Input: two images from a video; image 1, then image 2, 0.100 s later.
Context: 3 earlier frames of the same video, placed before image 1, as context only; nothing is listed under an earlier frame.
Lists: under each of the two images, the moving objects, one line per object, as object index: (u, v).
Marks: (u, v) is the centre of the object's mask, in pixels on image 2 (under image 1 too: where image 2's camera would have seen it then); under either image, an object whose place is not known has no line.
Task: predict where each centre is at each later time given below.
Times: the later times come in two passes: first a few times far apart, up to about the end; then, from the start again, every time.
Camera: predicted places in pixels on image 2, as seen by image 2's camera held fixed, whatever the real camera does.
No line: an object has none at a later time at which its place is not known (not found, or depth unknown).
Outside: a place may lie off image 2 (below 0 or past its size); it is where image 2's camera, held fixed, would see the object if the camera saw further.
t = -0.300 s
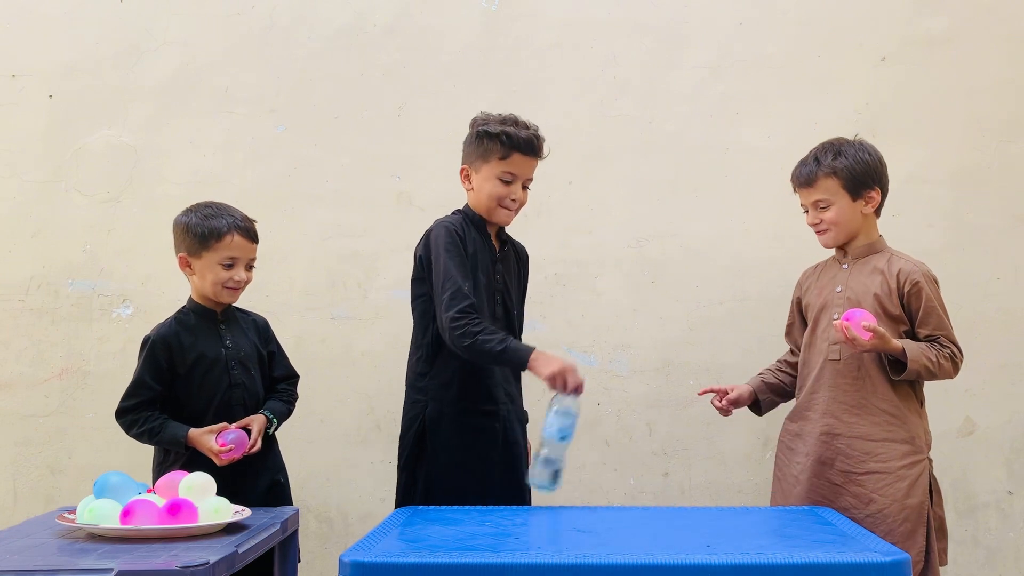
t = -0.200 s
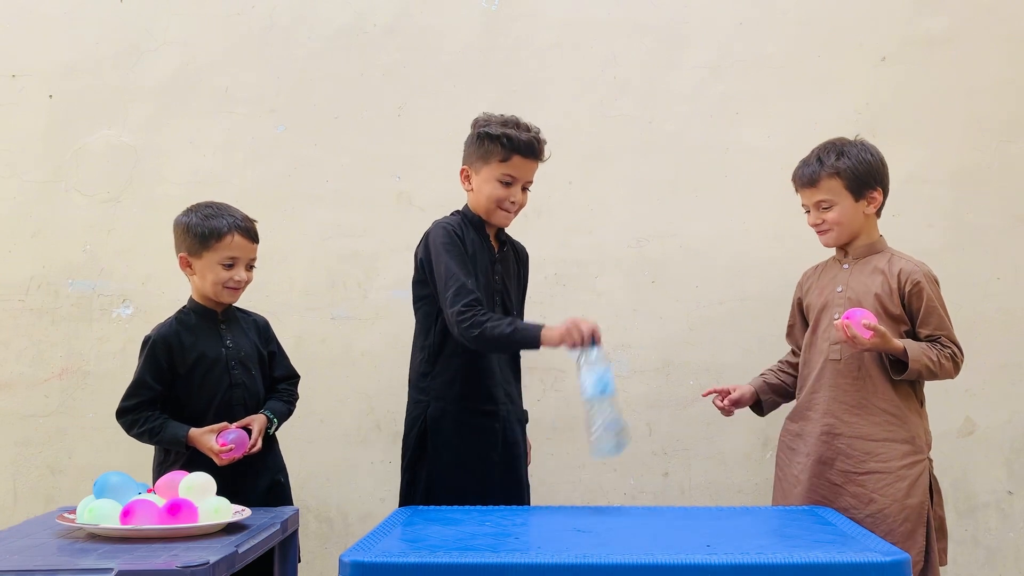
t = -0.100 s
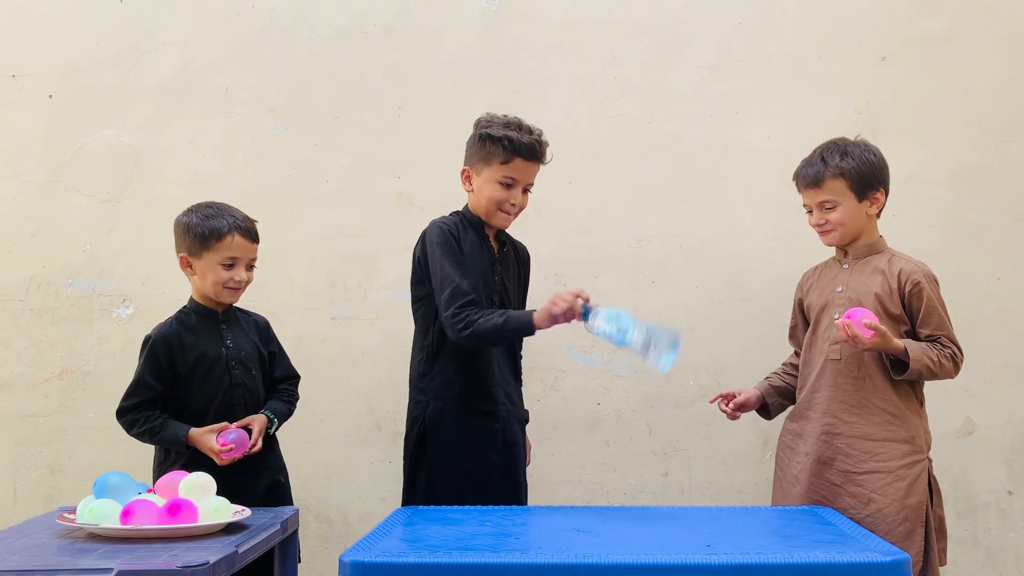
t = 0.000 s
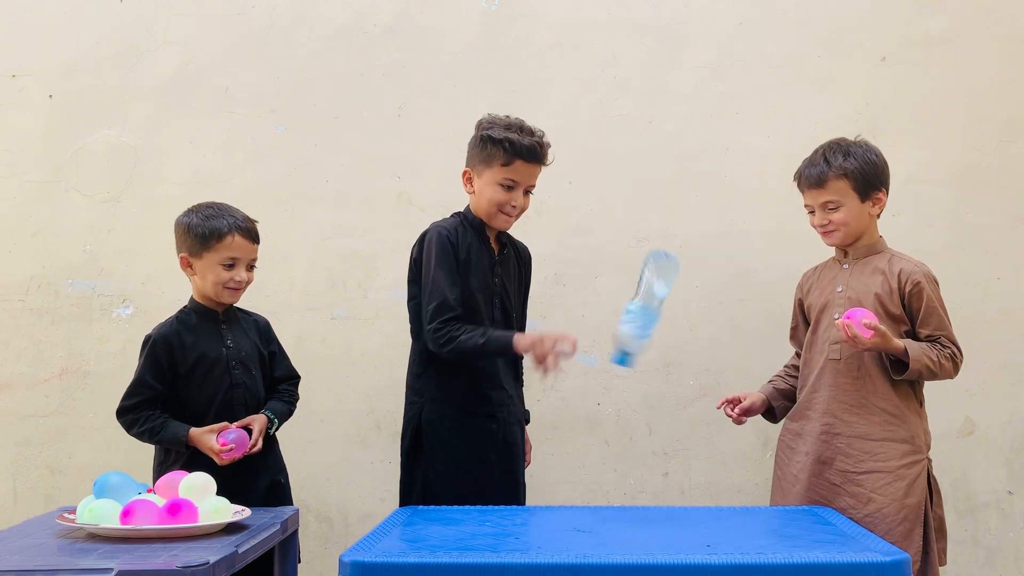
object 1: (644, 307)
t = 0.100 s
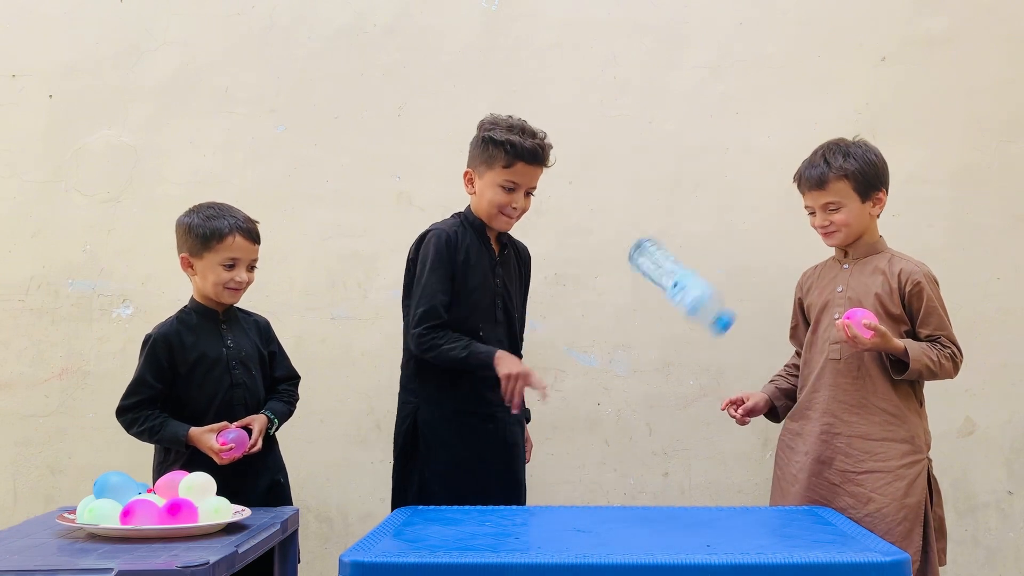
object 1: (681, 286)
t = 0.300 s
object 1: (664, 376)
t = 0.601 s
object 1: (641, 463)
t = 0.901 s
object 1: (609, 502)
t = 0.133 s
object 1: (685, 279)
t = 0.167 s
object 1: (684, 281)
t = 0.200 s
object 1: (679, 291)
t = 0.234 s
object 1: (673, 311)
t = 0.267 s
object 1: (668, 340)
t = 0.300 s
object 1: (664, 376)
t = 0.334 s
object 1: (662, 419)
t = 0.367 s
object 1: (659, 464)
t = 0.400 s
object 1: (657, 461)
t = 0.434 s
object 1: (654, 461)
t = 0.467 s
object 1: (652, 462)
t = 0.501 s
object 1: (650, 463)
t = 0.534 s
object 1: (648, 463)
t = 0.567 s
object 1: (645, 463)
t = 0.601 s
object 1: (641, 463)
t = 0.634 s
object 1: (637, 465)
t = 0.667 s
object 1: (631, 469)
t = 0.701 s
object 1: (624, 475)
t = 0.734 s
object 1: (617, 484)
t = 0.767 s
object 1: (613, 499)
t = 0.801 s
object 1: (613, 498)
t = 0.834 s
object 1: (612, 501)
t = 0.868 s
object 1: (611, 501)
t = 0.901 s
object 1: (609, 502)
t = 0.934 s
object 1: (608, 502)
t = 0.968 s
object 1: (607, 502)
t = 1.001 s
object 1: (605, 502)
